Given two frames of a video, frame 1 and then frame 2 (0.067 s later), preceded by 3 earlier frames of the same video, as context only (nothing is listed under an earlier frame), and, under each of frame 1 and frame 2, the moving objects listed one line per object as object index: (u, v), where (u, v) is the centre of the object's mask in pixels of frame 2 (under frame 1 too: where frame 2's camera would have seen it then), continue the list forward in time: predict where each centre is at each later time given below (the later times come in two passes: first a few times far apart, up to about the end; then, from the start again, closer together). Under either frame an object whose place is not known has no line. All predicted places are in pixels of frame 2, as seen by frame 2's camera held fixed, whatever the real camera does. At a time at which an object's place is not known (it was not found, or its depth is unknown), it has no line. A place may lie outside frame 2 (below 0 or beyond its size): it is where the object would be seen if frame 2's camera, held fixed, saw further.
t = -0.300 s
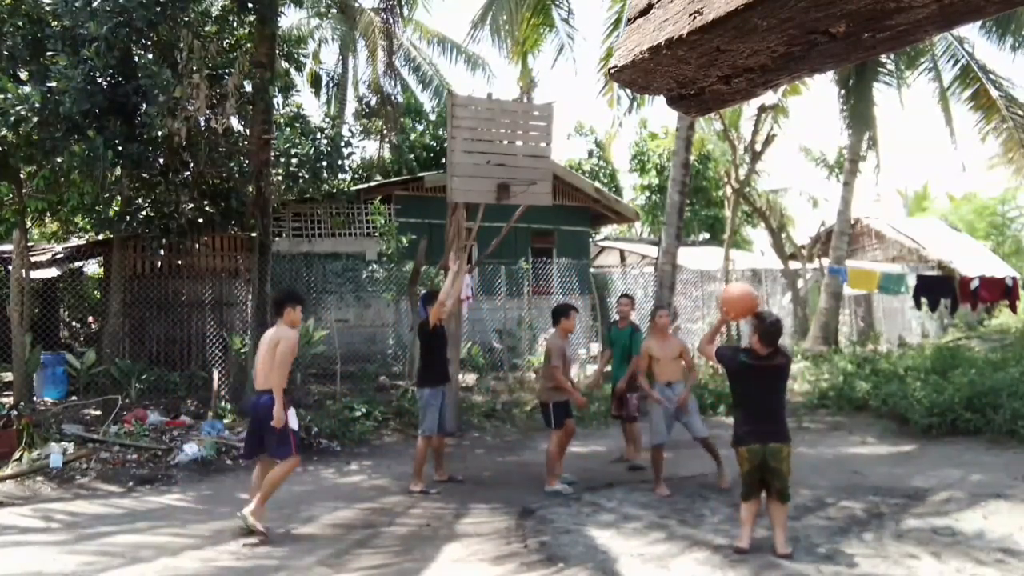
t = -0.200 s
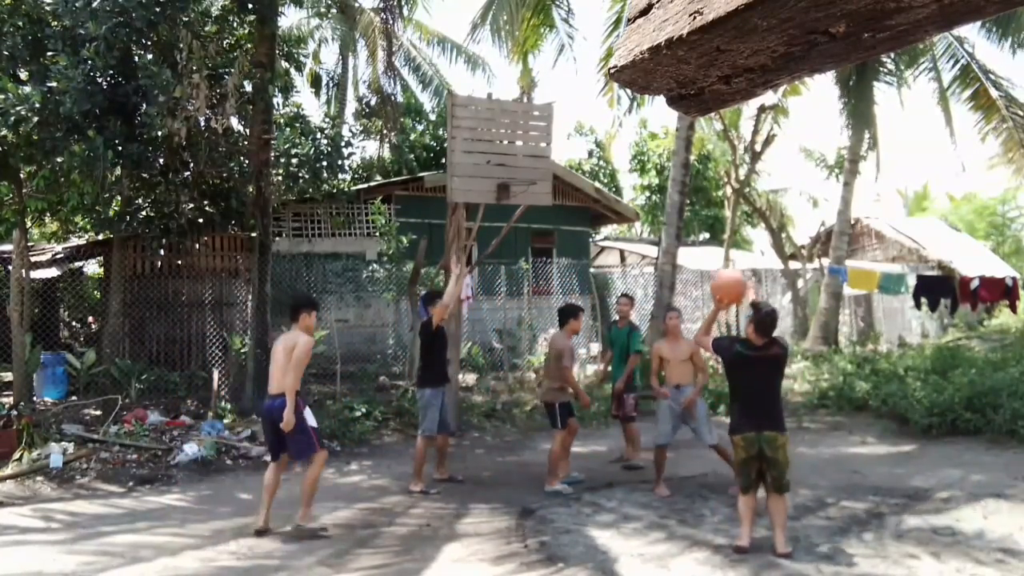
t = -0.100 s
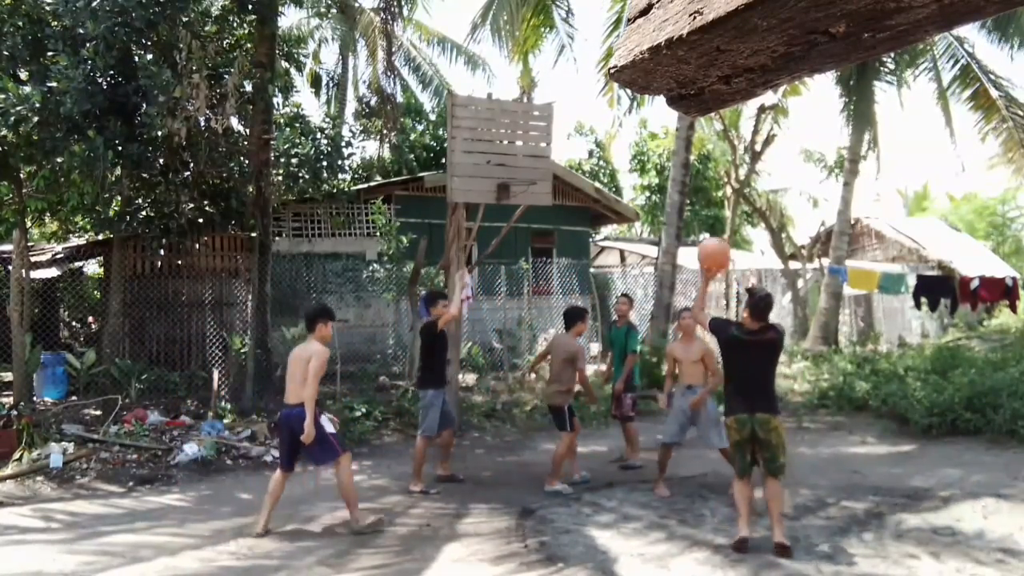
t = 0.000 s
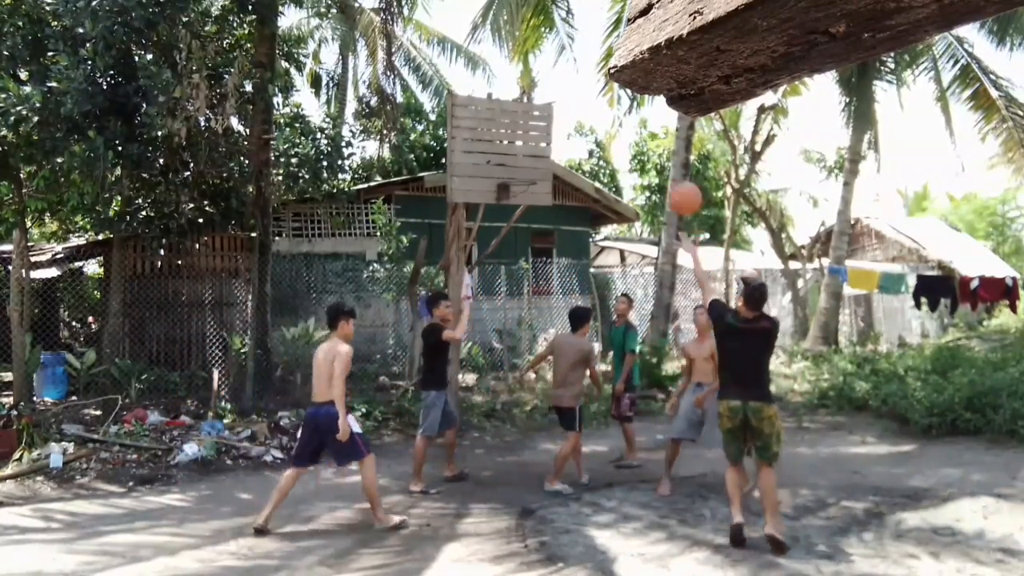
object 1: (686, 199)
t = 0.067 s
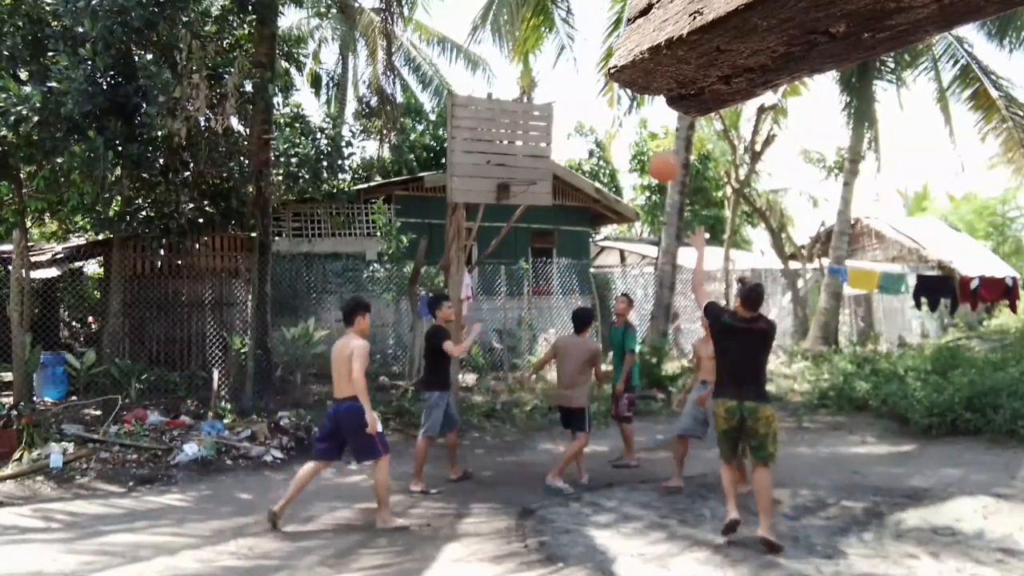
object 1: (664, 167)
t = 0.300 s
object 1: (599, 110)
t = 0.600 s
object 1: (535, 137)
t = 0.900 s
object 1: (539, 161)
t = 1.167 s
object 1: (572, 161)
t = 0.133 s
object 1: (643, 142)
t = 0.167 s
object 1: (634, 132)
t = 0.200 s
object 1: (624, 124)
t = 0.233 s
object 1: (615, 118)
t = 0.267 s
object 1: (608, 113)
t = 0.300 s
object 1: (599, 110)
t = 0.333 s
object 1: (591, 108)
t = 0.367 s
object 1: (583, 108)
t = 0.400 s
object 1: (575, 108)
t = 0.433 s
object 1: (568, 110)
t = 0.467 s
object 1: (561, 113)
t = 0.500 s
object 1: (554, 117)
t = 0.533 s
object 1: (547, 123)
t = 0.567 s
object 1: (541, 129)
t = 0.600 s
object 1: (535, 137)
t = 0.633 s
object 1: (529, 145)
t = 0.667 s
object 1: (523, 154)
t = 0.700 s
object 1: (518, 164)
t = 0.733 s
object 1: (513, 174)
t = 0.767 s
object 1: (516, 176)
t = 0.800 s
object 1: (526, 176)
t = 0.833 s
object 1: (531, 171)
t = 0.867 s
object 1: (535, 165)
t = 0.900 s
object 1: (539, 161)
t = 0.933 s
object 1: (543, 157)
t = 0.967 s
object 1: (547, 154)
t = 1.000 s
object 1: (551, 153)
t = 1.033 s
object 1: (555, 152)
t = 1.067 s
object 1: (559, 152)
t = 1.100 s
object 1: (563, 155)
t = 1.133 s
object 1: (569, 157)
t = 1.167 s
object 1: (572, 161)
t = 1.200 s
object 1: (577, 166)
